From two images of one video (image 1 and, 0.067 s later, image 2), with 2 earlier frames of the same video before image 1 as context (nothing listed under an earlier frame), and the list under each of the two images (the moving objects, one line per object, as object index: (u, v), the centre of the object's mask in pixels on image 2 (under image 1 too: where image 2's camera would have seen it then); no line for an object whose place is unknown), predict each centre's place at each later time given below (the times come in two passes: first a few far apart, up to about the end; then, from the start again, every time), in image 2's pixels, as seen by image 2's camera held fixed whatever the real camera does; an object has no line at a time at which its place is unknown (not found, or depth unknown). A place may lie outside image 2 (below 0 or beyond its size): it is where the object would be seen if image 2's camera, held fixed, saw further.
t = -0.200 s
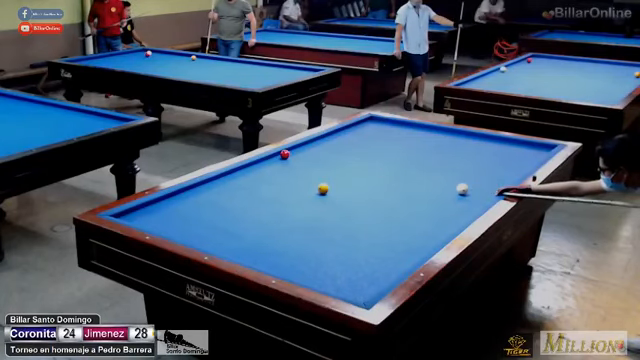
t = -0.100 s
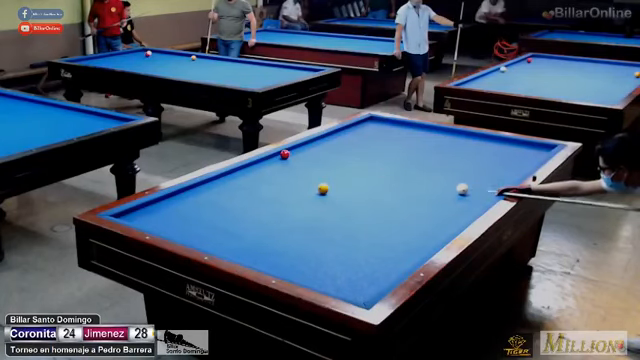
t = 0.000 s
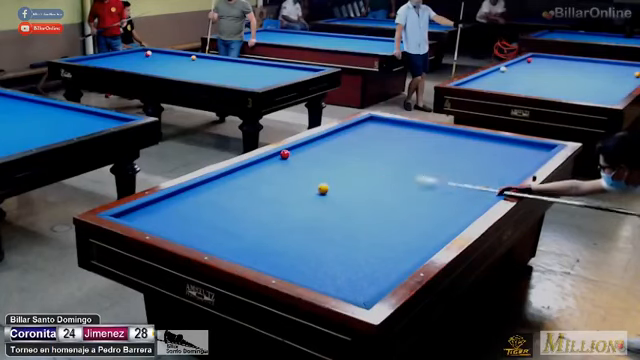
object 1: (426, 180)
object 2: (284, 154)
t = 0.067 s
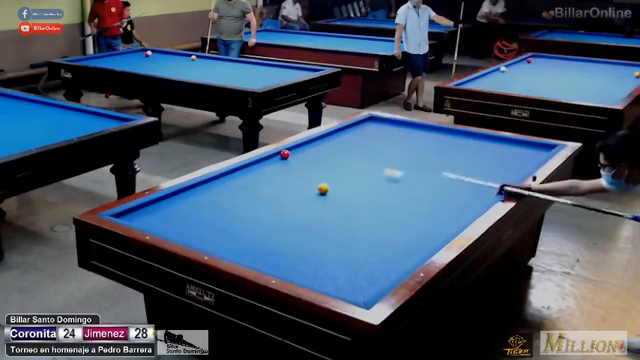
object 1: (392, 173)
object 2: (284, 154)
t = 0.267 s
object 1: (312, 157)
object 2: (284, 154)
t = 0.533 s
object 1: (335, 147)
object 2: (277, 161)
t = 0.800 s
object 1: (393, 143)
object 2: (279, 171)
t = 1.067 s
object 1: (443, 139)
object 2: (282, 181)
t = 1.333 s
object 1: (488, 136)
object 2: (285, 193)
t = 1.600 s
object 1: (518, 149)
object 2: (288, 205)
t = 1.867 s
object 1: (522, 158)
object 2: (292, 218)
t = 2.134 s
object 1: (489, 160)
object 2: (296, 232)
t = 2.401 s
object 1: (456, 164)
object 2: (300, 247)
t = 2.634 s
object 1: (427, 166)
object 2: (304, 261)
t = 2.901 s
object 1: (393, 169)
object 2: (309, 277)
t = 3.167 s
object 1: (360, 172)
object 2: (334, 283)
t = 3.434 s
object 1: (325, 175)
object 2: (364, 284)
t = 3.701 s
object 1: (291, 178)
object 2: (375, 278)
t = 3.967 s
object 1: (257, 181)
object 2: (371, 269)
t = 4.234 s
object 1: (222, 184)
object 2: (368, 260)
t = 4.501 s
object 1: (195, 188)
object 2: (365, 252)
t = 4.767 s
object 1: (190, 196)
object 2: (362, 245)
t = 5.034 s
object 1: (183, 204)
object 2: (359, 239)
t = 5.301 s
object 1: (176, 212)
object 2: (357, 233)
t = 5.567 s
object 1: (169, 221)
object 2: (355, 228)
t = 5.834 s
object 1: (162, 228)
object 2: (354, 223)
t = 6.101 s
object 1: (172, 229)
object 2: (352, 218)
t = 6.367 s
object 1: (184, 228)
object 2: (351, 215)
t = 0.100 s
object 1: (377, 170)
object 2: (284, 154)
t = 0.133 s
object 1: (365, 167)
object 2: (284, 154)
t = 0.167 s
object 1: (349, 164)
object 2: (284, 154)
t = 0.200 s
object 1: (338, 162)
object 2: (284, 154)
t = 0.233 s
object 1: (324, 159)
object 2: (284, 154)
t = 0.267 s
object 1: (312, 157)
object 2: (284, 154)
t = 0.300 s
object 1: (301, 155)
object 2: (284, 154)
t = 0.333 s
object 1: (292, 152)
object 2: (282, 155)
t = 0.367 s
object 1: (290, 149)
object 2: (276, 156)
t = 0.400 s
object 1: (298, 149)
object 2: (276, 156)
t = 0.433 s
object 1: (309, 148)
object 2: (276, 157)
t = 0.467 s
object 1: (318, 148)
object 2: (276, 159)
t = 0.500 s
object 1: (327, 147)
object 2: (276, 159)
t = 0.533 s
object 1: (335, 147)
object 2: (277, 161)
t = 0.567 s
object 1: (344, 147)
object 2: (277, 163)
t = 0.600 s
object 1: (352, 146)
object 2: (277, 164)
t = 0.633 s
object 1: (359, 146)
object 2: (278, 165)
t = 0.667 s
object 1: (367, 146)
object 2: (278, 166)
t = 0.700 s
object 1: (374, 145)
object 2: (278, 167)
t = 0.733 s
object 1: (381, 144)
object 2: (279, 169)
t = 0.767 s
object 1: (387, 144)
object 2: (279, 170)
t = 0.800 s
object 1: (393, 143)
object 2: (279, 171)
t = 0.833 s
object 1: (399, 143)
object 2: (279, 172)
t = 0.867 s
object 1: (406, 142)
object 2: (280, 174)
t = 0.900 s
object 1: (412, 142)
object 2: (280, 175)
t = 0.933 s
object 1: (418, 142)
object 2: (280, 176)
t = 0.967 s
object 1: (424, 141)
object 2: (281, 177)
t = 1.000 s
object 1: (430, 140)
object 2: (281, 179)
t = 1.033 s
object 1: (436, 140)
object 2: (281, 180)
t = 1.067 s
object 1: (443, 139)
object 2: (282, 181)
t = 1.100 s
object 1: (448, 139)
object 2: (282, 183)
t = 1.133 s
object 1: (454, 138)
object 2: (283, 184)
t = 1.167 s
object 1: (460, 138)
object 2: (283, 186)
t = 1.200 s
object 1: (467, 137)
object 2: (283, 187)
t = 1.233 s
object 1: (474, 136)
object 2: (284, 189)
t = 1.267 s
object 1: (477, 135)
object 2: (284, 190)
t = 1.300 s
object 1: (485, 136)
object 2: (285, 192)
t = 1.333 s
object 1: (488, 136)
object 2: (285, 193)
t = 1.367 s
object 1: (492, 138)
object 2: (285, 194)
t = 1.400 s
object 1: (495, 140)
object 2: (286, 196)
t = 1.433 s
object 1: (499, 141)
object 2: (286, 198)
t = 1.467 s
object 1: (502, 143)
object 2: (286, 199)
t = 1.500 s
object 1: (506, 145)
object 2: (287, 200)
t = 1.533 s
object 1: (510, 146)
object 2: (287, 202)
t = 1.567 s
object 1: (514, 148)
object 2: (288, 203)
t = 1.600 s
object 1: (518, 149)
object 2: (288, 205)
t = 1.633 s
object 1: (522, 151)
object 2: (289, 206)
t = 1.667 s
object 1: (526, 152)
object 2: (289, 208)
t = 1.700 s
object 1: (530, 154)
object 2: (289, 210)
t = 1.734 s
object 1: (534, 155)
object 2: (290, 211)
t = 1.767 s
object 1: (536, 157)
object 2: (290, 213)
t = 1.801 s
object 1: (531, 157)
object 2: (291, 215)
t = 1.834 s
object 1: (526, 158)
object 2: (291, 216)
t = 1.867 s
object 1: (522, 158)
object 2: (292, 218)
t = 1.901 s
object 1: (518, 158)
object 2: (292, 220)
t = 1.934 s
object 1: (514, 159)
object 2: (293, 222)
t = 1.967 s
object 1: (509, 159)
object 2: (293, 223)
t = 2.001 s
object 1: (505, 159)
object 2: (294, 225)
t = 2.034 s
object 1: (501, 160)
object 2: (294, 227)
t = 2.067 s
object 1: (497, 160)
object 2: (295, 229)
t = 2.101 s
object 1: (493, 160)
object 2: (295, 231)
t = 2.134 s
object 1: (489, 160)
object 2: (296, 232)
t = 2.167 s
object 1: (485, 161)
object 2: (296, 234)
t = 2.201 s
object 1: (481, 161)
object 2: (297, 236)
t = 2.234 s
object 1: (477, 161)
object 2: (297, 238)
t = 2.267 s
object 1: (473, 162)
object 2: (298, 240)
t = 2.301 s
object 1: (469, 163)
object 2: (298, 241)
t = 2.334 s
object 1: (464, 163)
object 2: (299, 243)
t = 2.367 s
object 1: (460, 163)
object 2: (299, 246)
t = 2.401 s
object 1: (456, 164)
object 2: (300, 247)
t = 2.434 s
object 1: (451, 164)
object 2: (300, 249)
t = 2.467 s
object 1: (448, 164)
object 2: (301, 251)
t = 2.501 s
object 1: (444, 165)
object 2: (301, 253)
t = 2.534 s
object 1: (439, 165)
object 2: (302, 255)
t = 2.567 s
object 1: (435, 165)
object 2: (303, 257)
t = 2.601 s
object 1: (431, 166)
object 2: (303, 259)
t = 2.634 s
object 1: (427, 166)
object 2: (304, 261)
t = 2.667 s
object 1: (423, 166)
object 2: (304, 264)
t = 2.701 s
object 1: (418, 166)
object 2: (305, 265)
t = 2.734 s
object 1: (414, 167)
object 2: (306, 268)
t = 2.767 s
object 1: (410, 167)
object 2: (306, 270)
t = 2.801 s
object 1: (406, 168)
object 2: (307, 272)
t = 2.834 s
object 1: (402, 168)
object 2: (308, 273)
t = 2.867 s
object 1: (398, 168)
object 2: (308, 275)
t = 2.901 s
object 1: (393, 169)
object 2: (309, 277)
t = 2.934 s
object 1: (389, 169)
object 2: (310, 278)
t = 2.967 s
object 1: (385, 170)
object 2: (311, 280)
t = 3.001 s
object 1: (380, 170)
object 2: (315, 280)
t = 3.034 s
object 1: (376, 170)
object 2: (319, 281)
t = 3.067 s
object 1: (372, 171)
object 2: (323, 282)
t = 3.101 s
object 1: (368, 171)
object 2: (326, 282)
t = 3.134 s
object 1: (364, 171)
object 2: (330, 283)
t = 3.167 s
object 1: (360, 172)
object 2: (334, 283)
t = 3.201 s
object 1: (355, 172)
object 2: (338, 284)
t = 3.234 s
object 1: (351, 173)
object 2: (342, 285)
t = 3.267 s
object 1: (347, 173)
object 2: (345, 286)
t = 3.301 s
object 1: (343, 173)
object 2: (349, 285)
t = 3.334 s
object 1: (339, 174)
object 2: (353, 284)
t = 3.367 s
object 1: (334, 174)
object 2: (357, 285)
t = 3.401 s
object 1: (330, 174)
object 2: (361, 285)
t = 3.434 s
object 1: (325, 175)
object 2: (364, 284)
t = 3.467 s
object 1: (321, 175)
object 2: (368, 285)
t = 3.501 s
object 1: (317, 175)
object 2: (372, 284)
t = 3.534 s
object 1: (312, 176)
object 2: (376, 283)
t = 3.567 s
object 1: (309, 176)
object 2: (376, 282)
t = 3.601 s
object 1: (303, 177)
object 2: (376, 281)
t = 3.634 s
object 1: (300, 177)
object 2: (376, 281)
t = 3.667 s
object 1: (296, 177)
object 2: (375, 280)
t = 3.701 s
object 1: (291, 178)
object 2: (375, 278)
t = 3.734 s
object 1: (287, 178)
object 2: (374, 277)
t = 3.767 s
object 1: (282, 178)
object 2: (374, 276)
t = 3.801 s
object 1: (278, 179)
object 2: (373, 275)
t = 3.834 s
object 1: (274, 179)
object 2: (373, 273)
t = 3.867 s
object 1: (270, 179)
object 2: (372, 272)
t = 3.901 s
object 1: (265, 180)
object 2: (372, 271)
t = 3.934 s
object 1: (261, 180)
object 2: (372, 270)
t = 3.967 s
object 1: (257, 181)
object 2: (371, 269)
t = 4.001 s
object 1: (252, 181)
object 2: (371, 268)
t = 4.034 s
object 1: (248, 181)
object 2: (370, 266)
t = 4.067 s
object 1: (243, 182)
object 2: (370, 265)
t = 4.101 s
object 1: (239, 182)
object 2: (370, 264)
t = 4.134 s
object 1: (235, 182)
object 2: (369, 263)
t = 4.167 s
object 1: (231, 183)
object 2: (369, 263)
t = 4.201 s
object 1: (227, 183)
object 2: (369, 262)
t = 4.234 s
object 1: (222, 184)
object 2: (368, 260)
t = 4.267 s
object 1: (217, 184)
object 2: (368, 259)
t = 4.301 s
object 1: (213, 184)
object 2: (367, 258)
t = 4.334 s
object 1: (208, 185)
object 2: (367, 257)
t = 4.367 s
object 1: (204, 185)
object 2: (366, 256)
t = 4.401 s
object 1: (200, 186)
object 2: (366, 255)
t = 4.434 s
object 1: (197, 186)
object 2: (366, 254)
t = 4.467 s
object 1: (196, 187)
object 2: (365, 253)
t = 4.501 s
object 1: (195, 188)
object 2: (365, 252)
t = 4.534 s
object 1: (195, 189)
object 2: (365, 251)
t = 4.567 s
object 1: (194, 190)
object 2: (364, 250)
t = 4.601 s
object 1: (193, 191)
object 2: (364, 250)
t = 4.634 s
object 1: (192, 192)
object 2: (364, 249)
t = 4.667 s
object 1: (192, 193)
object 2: (363, 248)
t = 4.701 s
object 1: (191, 194)
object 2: (363, 247)
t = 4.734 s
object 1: (190, 195)
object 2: (362, 246)
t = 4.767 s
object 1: (190, 196)
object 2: (362, 245)
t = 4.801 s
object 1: (189, 197)
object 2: (362, 244)
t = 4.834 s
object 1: (188, 198)
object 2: (361, 244)
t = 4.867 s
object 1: (187, 199)
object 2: (361, 243)
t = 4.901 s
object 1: (186, 200)
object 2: (361, 242)
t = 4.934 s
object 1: (185, 201)
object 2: (360, 241)
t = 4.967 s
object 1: (185, 202)
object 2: (360, 240)
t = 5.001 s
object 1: (184, 203)
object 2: (360, 240)
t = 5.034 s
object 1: (183, 204)
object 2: (359, 239)
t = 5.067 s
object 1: (183, 205)
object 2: (359, 238)
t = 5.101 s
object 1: (182, 206)
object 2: (359, 237)
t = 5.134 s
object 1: (181, 207)
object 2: (359, 237)
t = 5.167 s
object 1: (180, 208)
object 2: (358, 236)
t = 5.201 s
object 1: (179, 209)
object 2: (358, 235)
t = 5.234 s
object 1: (178, 210)
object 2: (358, 234)
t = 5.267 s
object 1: (177, 211)
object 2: (357, 234)
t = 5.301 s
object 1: (176, 212)
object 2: (357, 233)
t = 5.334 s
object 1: (175, 213)
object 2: (357, 232)
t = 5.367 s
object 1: (175, 214)
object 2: (357, 232)
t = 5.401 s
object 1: (174, 215)
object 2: (356, 231)
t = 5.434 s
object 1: (173, 216)
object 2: (356, 230)
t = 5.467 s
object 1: (172, 217)
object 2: (356, 230)
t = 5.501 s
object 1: (171, 218)
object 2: (356, 229)
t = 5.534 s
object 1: (170, 220)
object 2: (356, 229)
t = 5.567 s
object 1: (169, 221)
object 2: (355, 228)
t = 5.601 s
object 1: (168, 222)
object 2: (355, 227)
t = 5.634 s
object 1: (167, 223)
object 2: (355, 227)
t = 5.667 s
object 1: (167, 224)
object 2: (355, 226)
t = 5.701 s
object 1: (165, 225)
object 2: (354, 225)
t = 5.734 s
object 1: (165, 226)
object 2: (354, 225)
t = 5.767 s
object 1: (164, 227)
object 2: (354, 224)
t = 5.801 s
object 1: (163, 227)
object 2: (354, 224)
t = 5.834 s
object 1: (162, 228)
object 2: (354, 223)
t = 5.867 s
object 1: (161, 228)
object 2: (353, 223)
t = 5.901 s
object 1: (161, 228)
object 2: (353, 222)
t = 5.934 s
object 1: (163, 228)
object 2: (353, 221)
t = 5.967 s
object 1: (166, 229)
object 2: (353, 221)
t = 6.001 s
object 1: (167, 229)
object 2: (353, 220)
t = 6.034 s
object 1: (169, 229)
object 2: (353, 220)
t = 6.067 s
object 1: (170, 229)
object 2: (353, 219)
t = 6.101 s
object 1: (172, 229)
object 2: (352, 218)
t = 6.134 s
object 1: (173, 229)
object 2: (352, 218)
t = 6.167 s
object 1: (174, 229)
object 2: (352, 217)
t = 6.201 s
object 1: (175, 229)
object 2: (352, 217)
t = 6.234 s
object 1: (177, 229)
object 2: (352, 217)
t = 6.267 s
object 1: (179, 229)
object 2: (351, 216)
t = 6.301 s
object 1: (180, 228)
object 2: (351, 216)
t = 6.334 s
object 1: (182, 228)
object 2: (351, 215)
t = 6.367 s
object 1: (184, 228)
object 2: (351, 215)
